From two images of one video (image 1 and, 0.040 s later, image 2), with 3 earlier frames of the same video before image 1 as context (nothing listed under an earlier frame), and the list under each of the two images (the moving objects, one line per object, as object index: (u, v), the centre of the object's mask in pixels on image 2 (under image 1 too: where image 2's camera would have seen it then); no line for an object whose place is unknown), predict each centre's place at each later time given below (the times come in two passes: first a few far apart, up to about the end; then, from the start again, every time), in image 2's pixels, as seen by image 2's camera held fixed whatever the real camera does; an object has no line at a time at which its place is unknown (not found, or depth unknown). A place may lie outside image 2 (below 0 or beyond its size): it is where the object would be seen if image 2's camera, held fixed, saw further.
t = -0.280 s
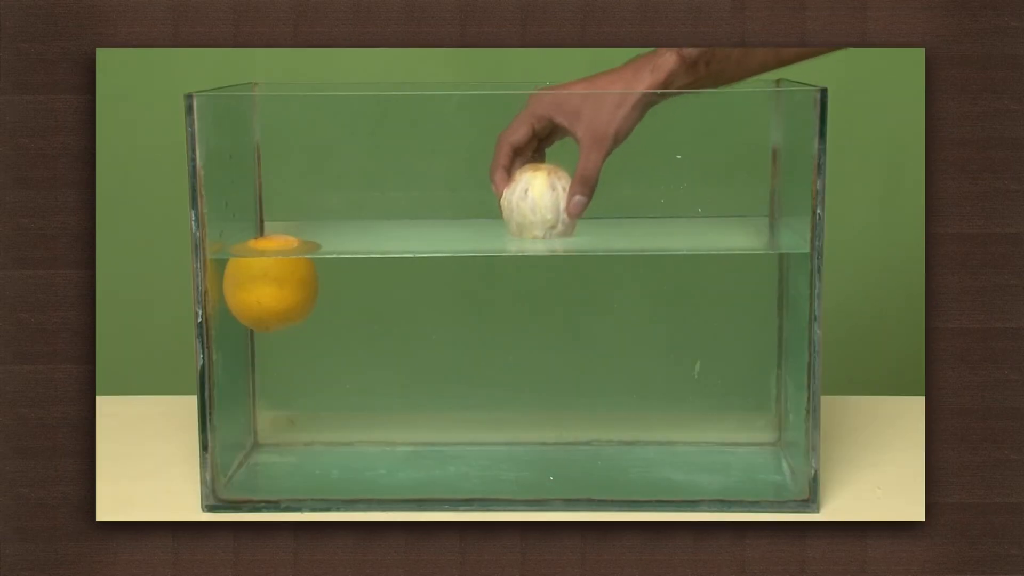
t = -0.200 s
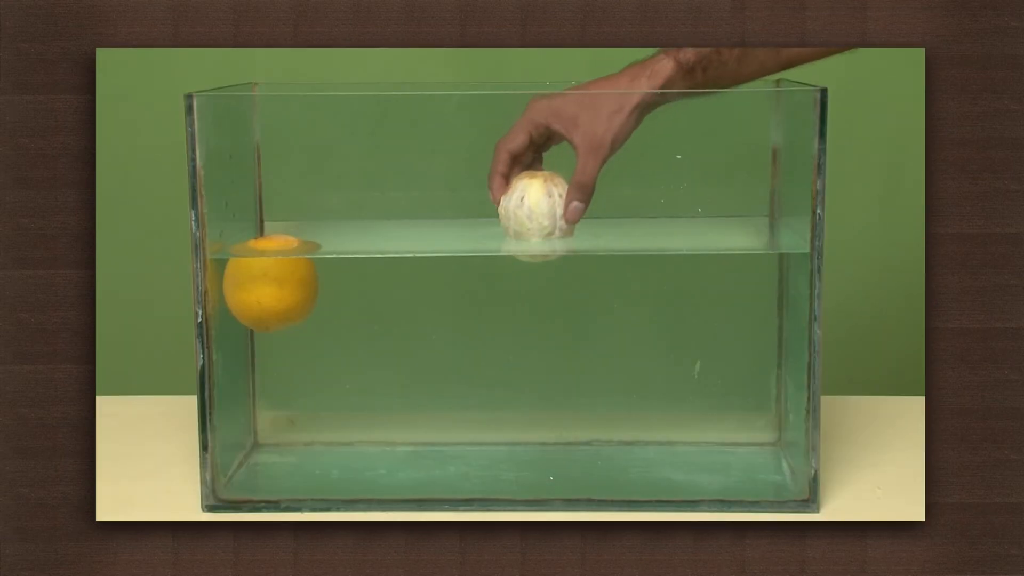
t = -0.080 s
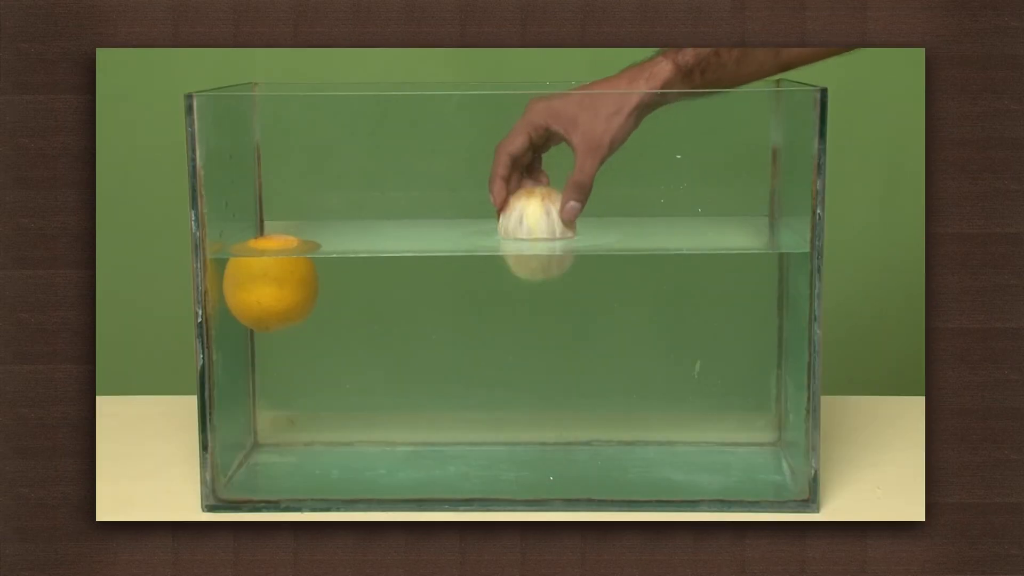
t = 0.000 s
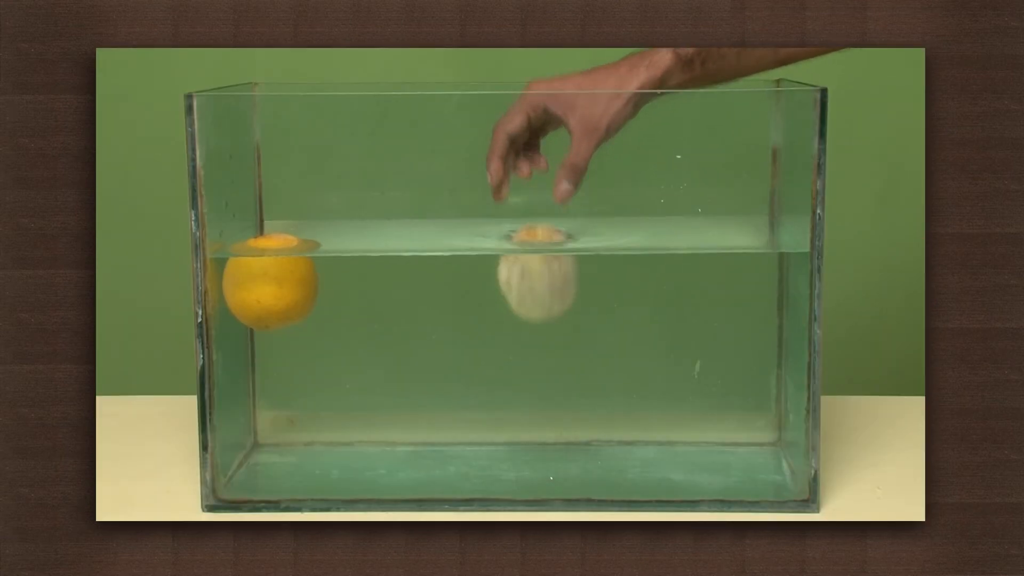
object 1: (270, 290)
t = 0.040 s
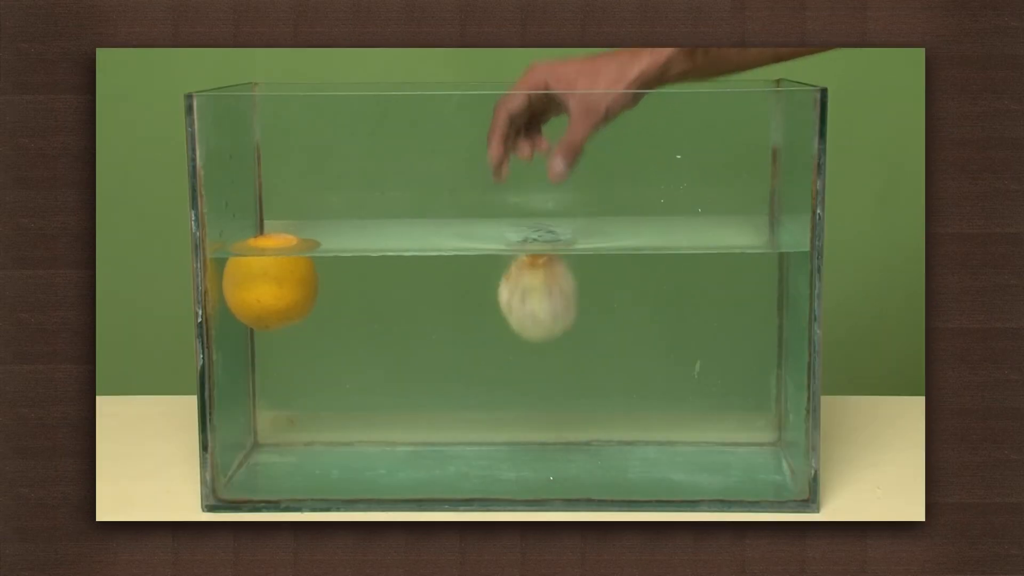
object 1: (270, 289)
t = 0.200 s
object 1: (269, 288)
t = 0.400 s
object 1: (270, 290)
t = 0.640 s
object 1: (269, 288)
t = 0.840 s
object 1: (271, 290)
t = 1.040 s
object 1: (270, 282)
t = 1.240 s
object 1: (269, 287)
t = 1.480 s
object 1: (270, 283)
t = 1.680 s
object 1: (268, 288)
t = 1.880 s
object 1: (271, 290)
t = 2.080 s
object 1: (272, 290)
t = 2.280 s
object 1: (275, 289)
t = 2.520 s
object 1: (277, 290)
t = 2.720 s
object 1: (279, 289)
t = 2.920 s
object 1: (281, 281)
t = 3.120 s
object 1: (284, 290)
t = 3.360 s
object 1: (283, 287)
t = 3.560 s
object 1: (287, 290)
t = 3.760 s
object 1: (287, 289)
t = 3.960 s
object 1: (290, 289)
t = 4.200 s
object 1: (293, 289)
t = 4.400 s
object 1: (292, 289)
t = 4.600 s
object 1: (296, 289)
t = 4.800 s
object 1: (297, 289)
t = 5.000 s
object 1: (298, 288)
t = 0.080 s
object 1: (270, 289)
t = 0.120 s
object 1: (269, 288)
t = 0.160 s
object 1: (269, 288)
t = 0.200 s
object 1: (269, 288)
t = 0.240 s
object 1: (269, 288)
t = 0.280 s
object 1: (269, 288)
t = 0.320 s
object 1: (269, 288)
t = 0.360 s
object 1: (270, 289)
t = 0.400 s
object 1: (270, 290)
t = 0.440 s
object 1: (271, 290)
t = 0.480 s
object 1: (271, 290)
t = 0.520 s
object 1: (271, 290)
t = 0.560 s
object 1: (270, 290)
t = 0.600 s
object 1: (270, 289)
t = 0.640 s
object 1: (269, 288)
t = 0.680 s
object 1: (268, 288)
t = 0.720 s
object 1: (268, 289)
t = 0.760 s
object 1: (268, 289)
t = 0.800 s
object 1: (271, 282)
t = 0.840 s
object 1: (271, 290)
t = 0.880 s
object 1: (272, 290)
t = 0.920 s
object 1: (271, 290)
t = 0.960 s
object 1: (271, 290)
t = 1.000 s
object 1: (270, 290)
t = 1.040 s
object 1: (270, 282)
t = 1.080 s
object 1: (270, 281)
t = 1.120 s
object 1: (270, 279)
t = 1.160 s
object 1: (269, 279)
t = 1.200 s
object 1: (269, 287)
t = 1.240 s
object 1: (269, 287)
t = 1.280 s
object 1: (269, 288)
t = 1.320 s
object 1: (269, 289)
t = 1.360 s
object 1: (269, 290)
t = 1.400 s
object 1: (270, 282)
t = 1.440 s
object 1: (270, 282)
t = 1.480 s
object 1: (270, 283)
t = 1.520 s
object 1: (270, 283)
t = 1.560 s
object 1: (269, 290)
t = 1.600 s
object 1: (270, 283)
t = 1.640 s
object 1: (269, 282)
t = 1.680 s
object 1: (268, 288)
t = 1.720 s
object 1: (268, 289)
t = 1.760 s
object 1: (268, 289)
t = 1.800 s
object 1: (269, 289)
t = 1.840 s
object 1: (270, 289)
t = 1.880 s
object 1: (271, 290)
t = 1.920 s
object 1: (272, 290)
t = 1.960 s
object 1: (273, 290)
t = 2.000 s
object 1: (273, 290)
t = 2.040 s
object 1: (273, 290)
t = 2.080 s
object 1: (272, 290)
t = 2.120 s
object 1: (274, 282)
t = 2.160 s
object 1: (273, 281)
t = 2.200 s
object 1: (273, 281)
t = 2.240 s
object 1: (274, 281)
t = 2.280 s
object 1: (275, 289)
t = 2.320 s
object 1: (275, 289)
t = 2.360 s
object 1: (276, 289)
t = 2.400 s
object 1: (276, 289)
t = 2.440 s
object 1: (276, 289)
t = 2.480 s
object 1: (276, 290)
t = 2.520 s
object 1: (277, 290)
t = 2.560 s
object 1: (278, 282)
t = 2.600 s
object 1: (279, 282)
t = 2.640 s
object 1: (279, 290)
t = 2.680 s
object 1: (279, 289)
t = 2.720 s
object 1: (279, 289)
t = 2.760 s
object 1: (279, 288)
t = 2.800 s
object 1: (279, 288)
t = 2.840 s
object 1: (279, 288)
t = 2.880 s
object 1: (280, 281)
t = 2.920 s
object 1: (281, 281)
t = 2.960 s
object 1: (281, 282)
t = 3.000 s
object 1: (282, 290)
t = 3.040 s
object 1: (284, 283)
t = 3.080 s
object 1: (284, 283)
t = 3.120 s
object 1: (284, 290)
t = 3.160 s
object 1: (283, 290)
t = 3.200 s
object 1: (284, 282)
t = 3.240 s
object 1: (284, 282)
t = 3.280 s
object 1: (283, 289)
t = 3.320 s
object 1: (283, 281)
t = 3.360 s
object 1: (283, 287)
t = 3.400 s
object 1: (284, 288)
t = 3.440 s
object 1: (285, 289)
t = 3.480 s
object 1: (287, 290)
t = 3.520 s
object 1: (287, 290)
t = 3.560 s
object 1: (287, 290)
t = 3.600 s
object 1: (288, 290)
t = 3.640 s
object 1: (288, 290)
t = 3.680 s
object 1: (288, 290)
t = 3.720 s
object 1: (287, 290)
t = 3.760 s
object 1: (287, 289)
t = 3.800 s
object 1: (288, 289)
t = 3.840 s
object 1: (288, 288)
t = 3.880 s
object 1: (288, 288)
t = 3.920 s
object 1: (289, 288)
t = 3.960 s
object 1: (290, 289)
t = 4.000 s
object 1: (290, 289)
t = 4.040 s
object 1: (291, 282)
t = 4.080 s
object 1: (292, 282)
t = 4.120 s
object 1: (292, 290)
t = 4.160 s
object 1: (293, 289)
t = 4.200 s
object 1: (293, 289)
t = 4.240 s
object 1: (293, 289)
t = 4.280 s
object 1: (292, 289)
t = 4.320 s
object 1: (292, 289)
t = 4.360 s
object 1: (292, 289)
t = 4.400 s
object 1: (292, 289)
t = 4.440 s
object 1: (293, 289)
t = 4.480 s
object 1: (295, 289)
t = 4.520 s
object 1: (295, 289)
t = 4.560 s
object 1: (296, 289)
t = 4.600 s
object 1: (296, 289)
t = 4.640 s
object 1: (296, 290)
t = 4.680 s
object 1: (296, 290)
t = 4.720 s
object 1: (297, 282)
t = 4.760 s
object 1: (298, 282)
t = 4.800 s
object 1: (297, 289)
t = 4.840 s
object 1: (297, 288)
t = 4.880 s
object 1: (297, 288)
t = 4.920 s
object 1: (297, 288)
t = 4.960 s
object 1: (298, 288)
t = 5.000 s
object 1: (298, 288)
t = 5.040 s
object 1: (298, 289)
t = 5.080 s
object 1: (299, 289)
